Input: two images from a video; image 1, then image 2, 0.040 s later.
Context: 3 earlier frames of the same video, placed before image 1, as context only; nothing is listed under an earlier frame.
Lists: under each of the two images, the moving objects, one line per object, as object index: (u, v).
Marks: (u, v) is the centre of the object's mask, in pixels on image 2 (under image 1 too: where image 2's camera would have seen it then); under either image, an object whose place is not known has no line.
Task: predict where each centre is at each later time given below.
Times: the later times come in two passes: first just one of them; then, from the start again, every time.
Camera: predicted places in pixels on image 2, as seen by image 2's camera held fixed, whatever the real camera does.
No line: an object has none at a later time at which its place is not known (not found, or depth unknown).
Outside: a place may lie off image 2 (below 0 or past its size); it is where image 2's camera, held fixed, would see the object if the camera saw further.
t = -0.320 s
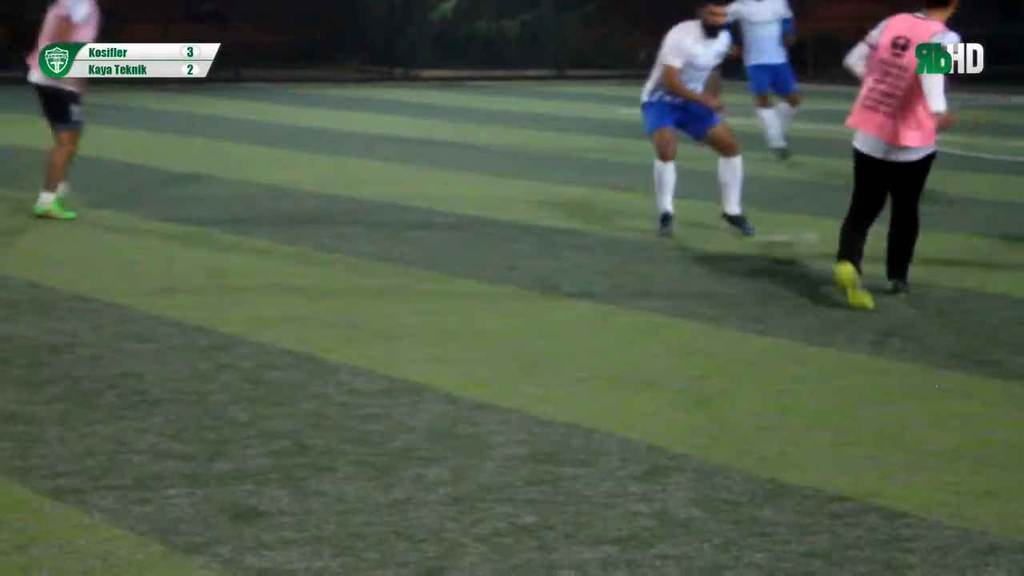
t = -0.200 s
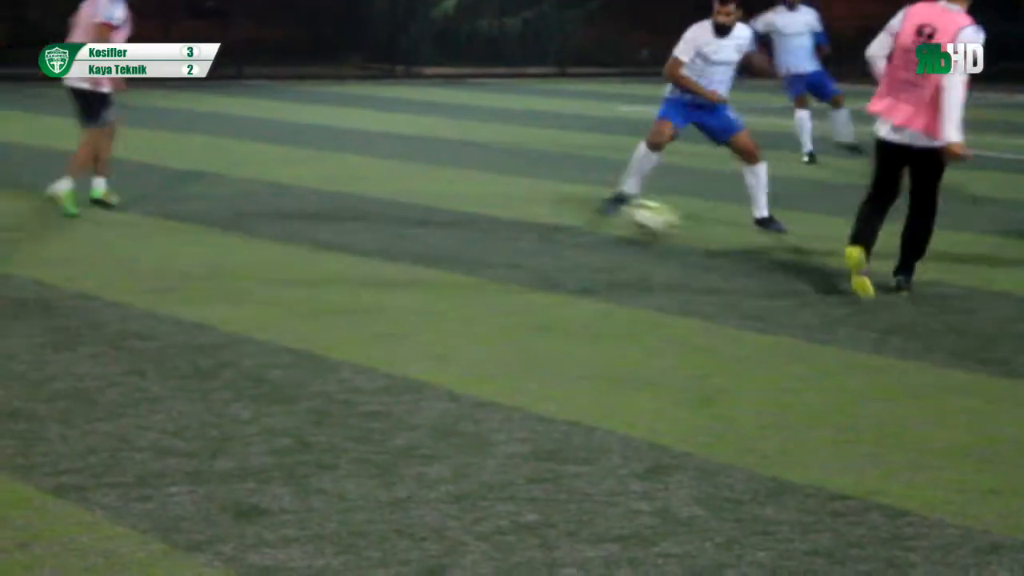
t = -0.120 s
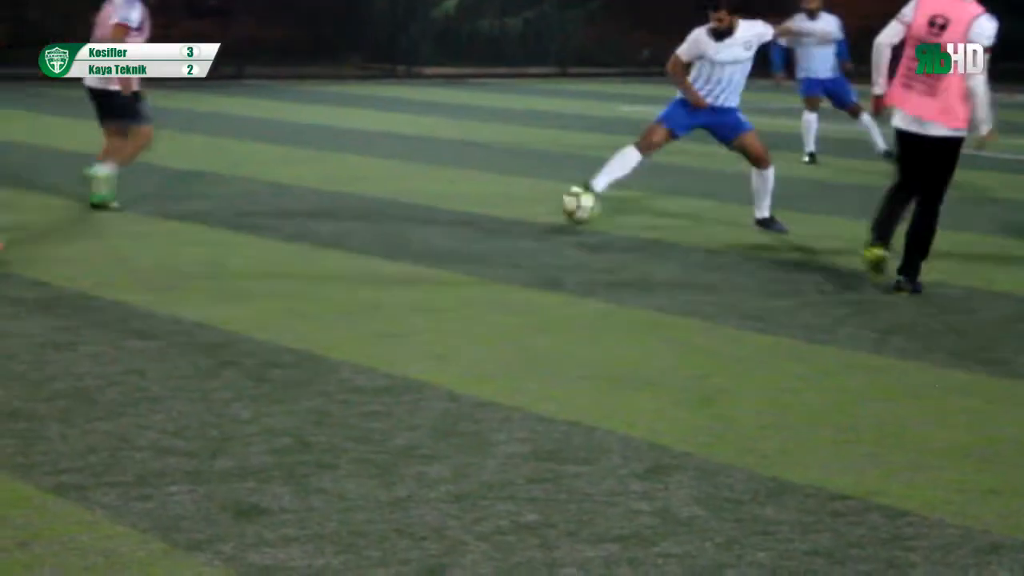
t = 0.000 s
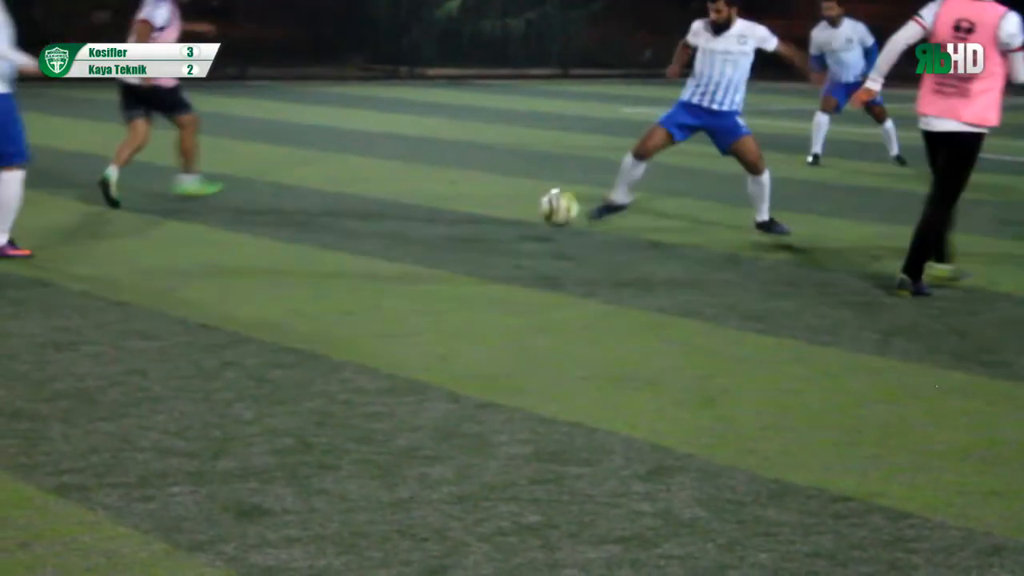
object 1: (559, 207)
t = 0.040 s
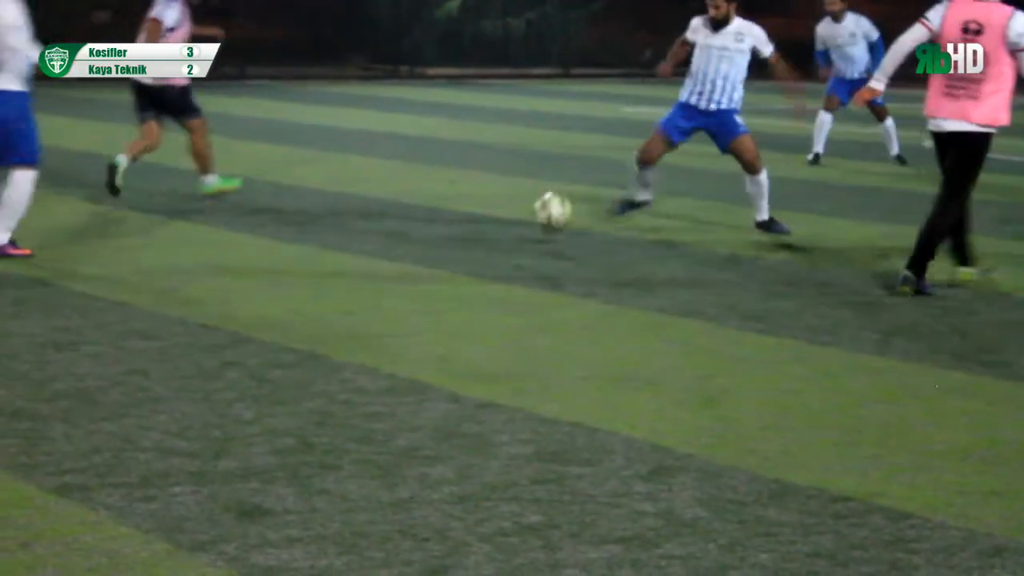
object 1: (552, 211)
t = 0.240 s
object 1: (533, 221)
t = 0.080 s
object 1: (544, 219)
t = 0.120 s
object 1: (536, 230)
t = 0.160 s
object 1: (534, 226)
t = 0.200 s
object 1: (532, 222)
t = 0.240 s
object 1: (533, 221)
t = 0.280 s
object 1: (533, 223)
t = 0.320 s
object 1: (533, 227)
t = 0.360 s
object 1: (531, 235)
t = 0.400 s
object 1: (530, 242)
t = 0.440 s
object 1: (528, 240)
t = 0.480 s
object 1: (526, 239)
